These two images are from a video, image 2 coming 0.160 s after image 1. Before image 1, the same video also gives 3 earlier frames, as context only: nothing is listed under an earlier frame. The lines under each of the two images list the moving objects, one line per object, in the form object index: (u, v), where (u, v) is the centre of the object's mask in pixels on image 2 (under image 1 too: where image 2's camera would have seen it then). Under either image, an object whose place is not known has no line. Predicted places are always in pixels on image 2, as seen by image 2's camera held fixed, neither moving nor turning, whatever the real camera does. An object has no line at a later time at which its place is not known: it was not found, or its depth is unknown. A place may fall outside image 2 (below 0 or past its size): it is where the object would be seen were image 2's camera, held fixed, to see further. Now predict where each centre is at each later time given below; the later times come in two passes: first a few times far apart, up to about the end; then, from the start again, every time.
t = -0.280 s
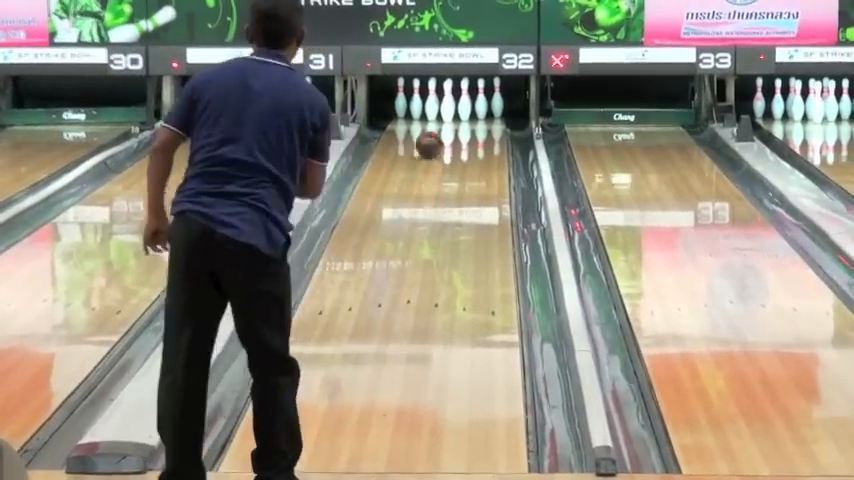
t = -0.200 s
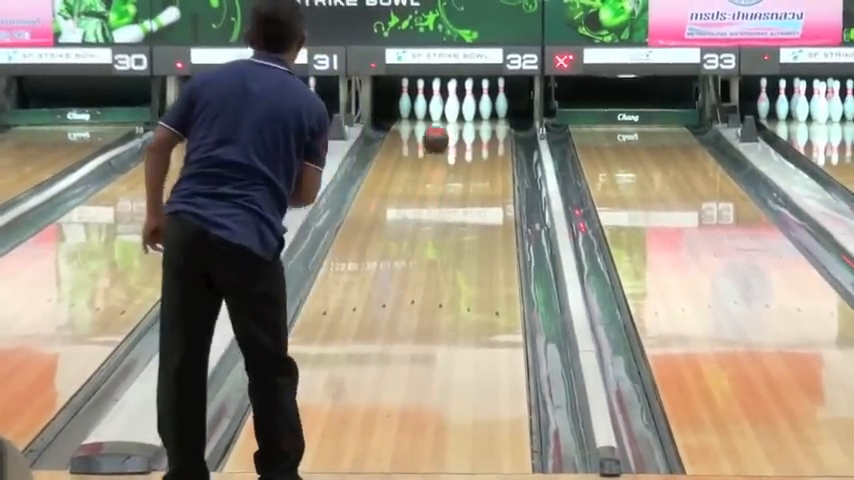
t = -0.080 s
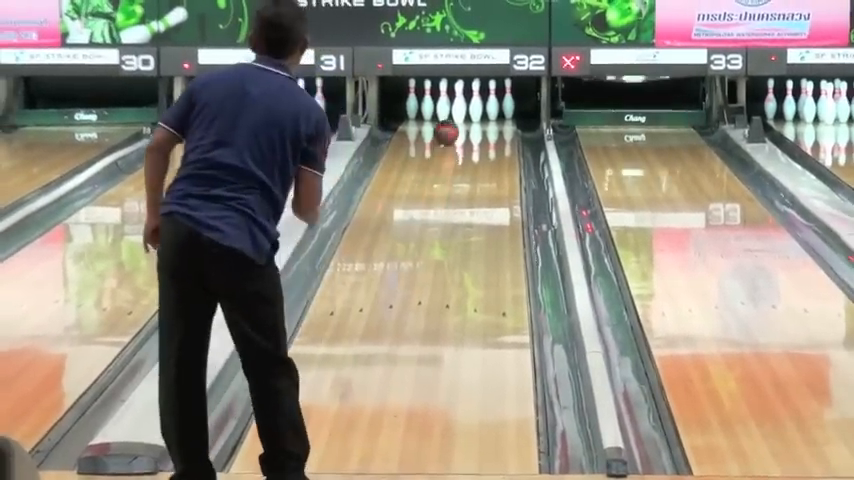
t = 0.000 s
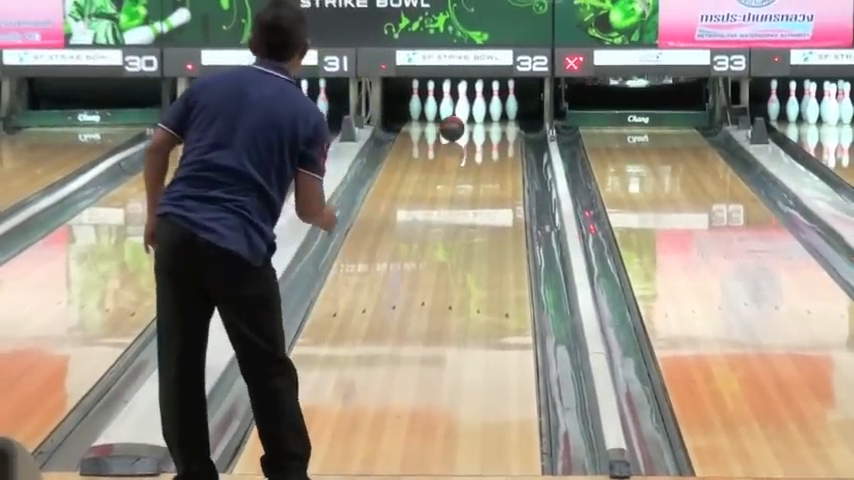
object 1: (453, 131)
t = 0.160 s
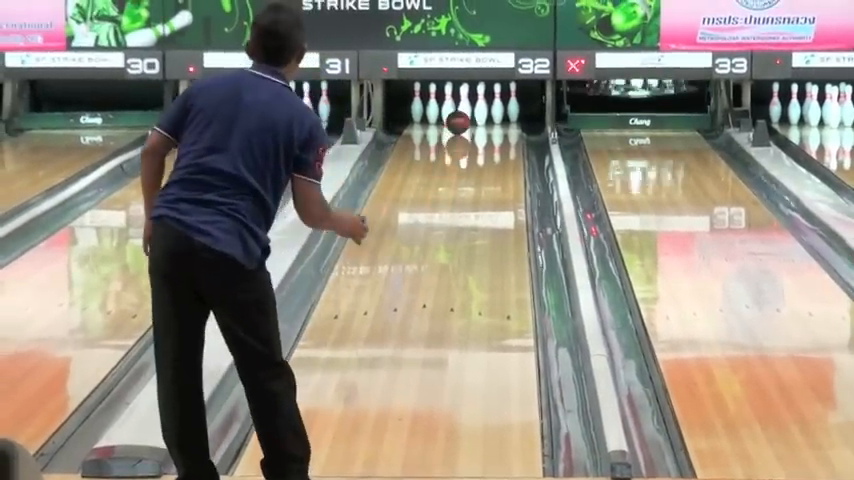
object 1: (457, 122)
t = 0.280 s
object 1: (460, 116)
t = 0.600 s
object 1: (462, 106)
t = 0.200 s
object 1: (458, 121)
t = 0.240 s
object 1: (460, 117)
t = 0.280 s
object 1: (460, 116)
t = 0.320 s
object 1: (461, 115)
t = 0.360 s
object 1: (460, 114)
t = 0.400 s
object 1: (464, 112)
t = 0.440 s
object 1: (465, 112)
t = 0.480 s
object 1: (462, 108)
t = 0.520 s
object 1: (464, 108)
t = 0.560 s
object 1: (463, 105)
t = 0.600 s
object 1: (462, 106)
